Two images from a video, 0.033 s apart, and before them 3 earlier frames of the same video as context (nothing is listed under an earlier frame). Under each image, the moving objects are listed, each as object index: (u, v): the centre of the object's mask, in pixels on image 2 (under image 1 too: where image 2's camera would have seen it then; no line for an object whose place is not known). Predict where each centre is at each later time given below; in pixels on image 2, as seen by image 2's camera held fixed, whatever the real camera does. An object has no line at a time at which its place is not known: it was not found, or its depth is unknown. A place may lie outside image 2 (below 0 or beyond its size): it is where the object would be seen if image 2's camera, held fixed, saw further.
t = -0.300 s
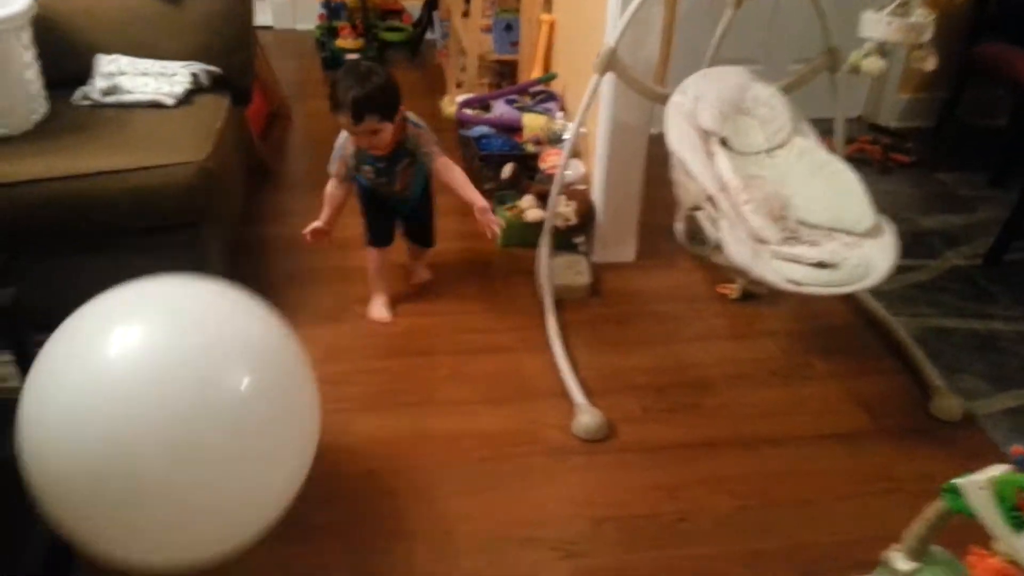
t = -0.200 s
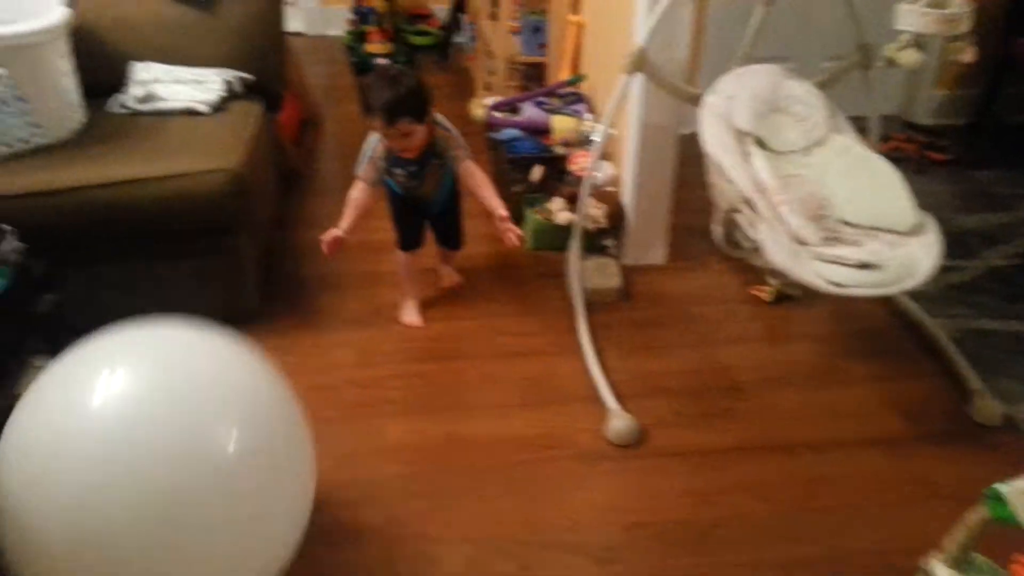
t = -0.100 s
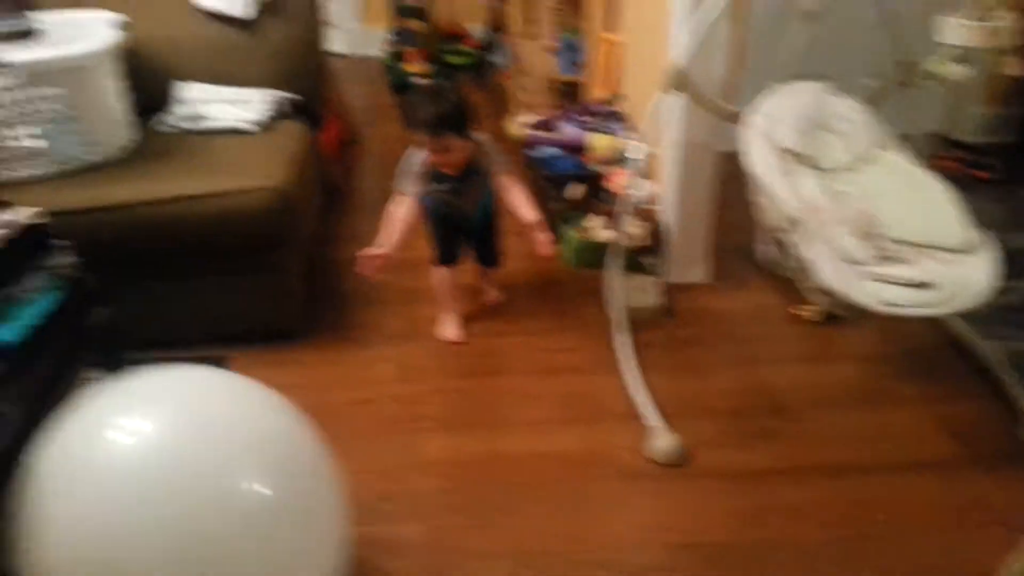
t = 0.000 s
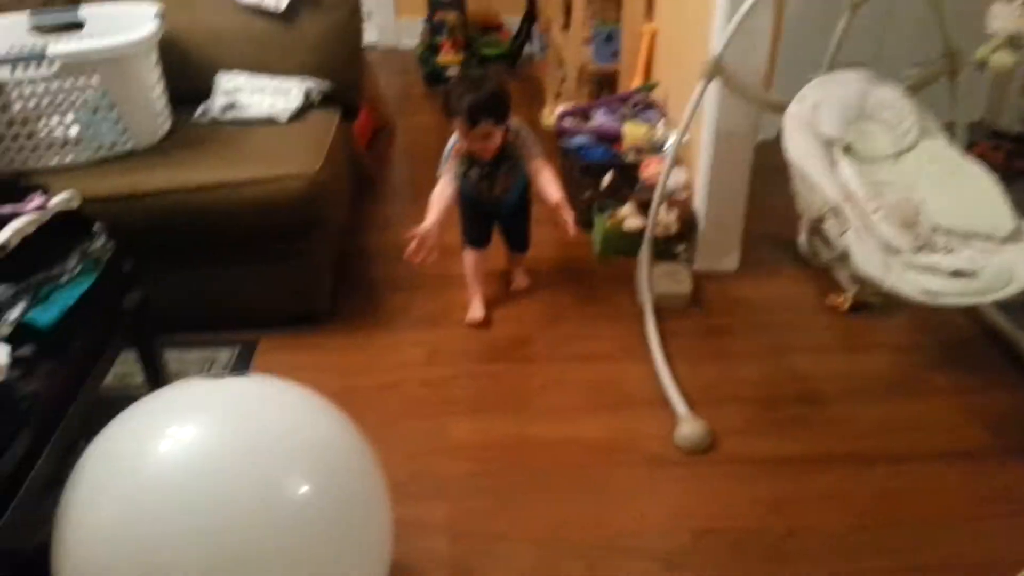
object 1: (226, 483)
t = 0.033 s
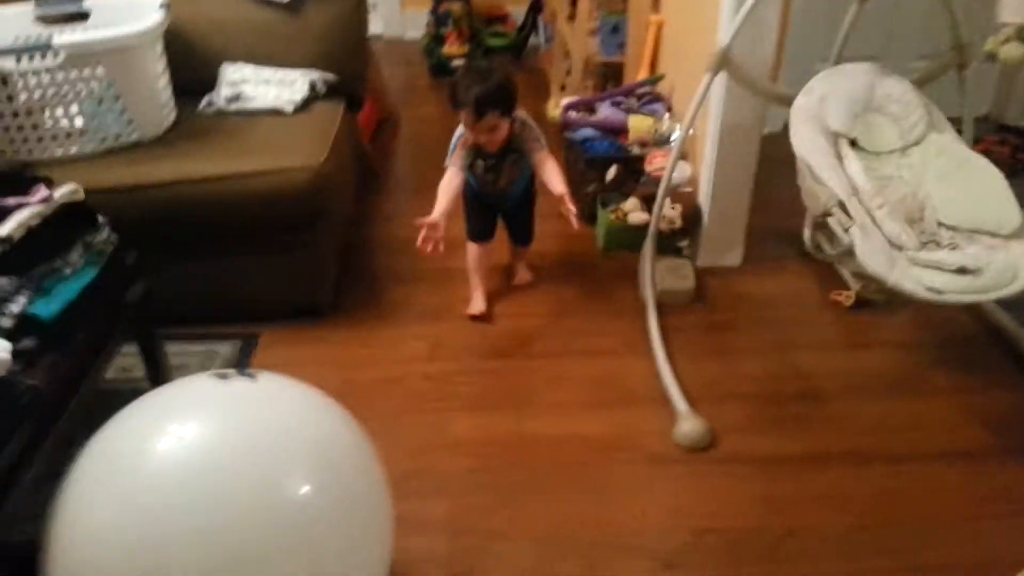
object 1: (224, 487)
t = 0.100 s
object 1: (233, 491)
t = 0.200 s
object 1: (235, 510)
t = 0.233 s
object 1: (250, 516)
